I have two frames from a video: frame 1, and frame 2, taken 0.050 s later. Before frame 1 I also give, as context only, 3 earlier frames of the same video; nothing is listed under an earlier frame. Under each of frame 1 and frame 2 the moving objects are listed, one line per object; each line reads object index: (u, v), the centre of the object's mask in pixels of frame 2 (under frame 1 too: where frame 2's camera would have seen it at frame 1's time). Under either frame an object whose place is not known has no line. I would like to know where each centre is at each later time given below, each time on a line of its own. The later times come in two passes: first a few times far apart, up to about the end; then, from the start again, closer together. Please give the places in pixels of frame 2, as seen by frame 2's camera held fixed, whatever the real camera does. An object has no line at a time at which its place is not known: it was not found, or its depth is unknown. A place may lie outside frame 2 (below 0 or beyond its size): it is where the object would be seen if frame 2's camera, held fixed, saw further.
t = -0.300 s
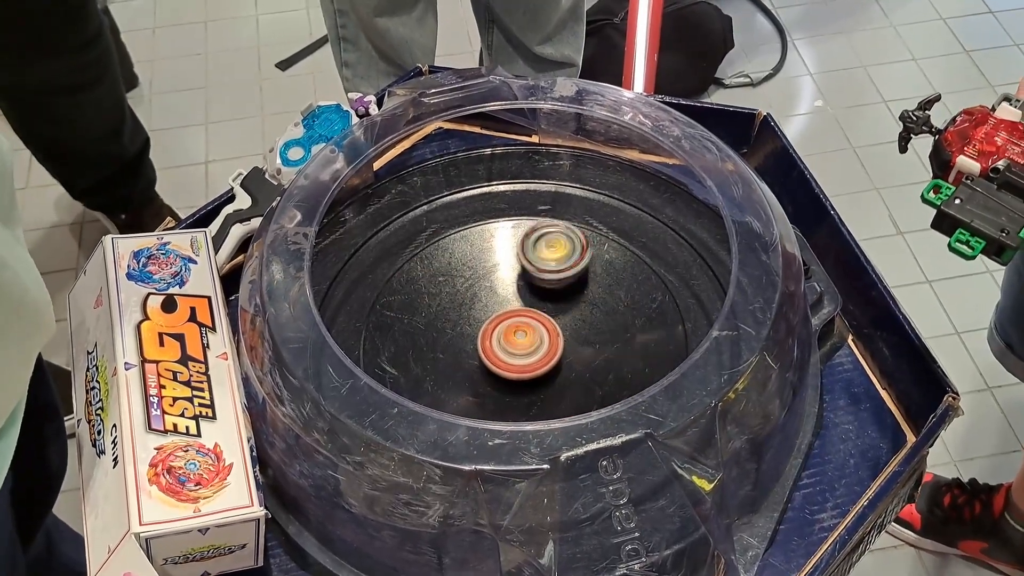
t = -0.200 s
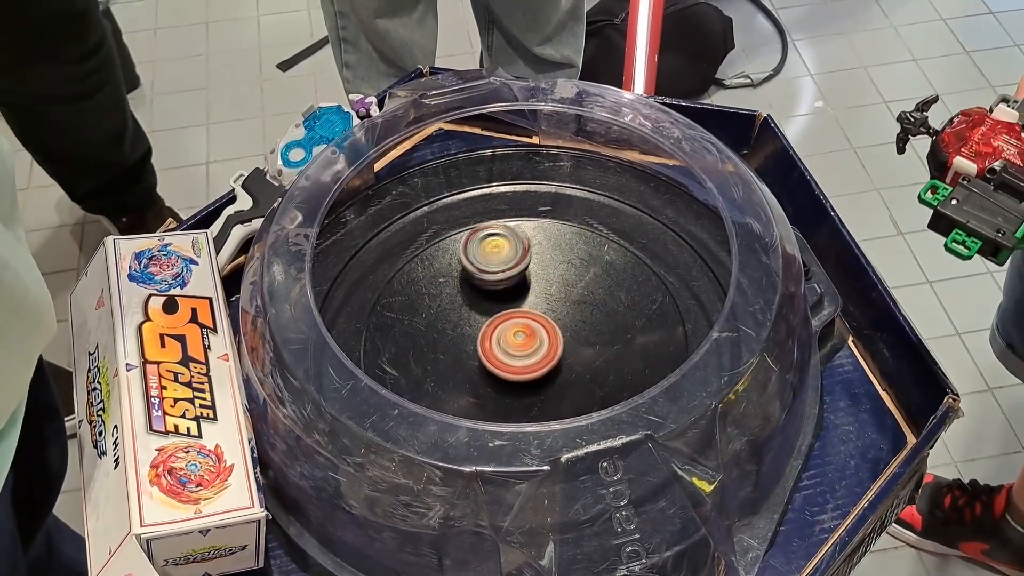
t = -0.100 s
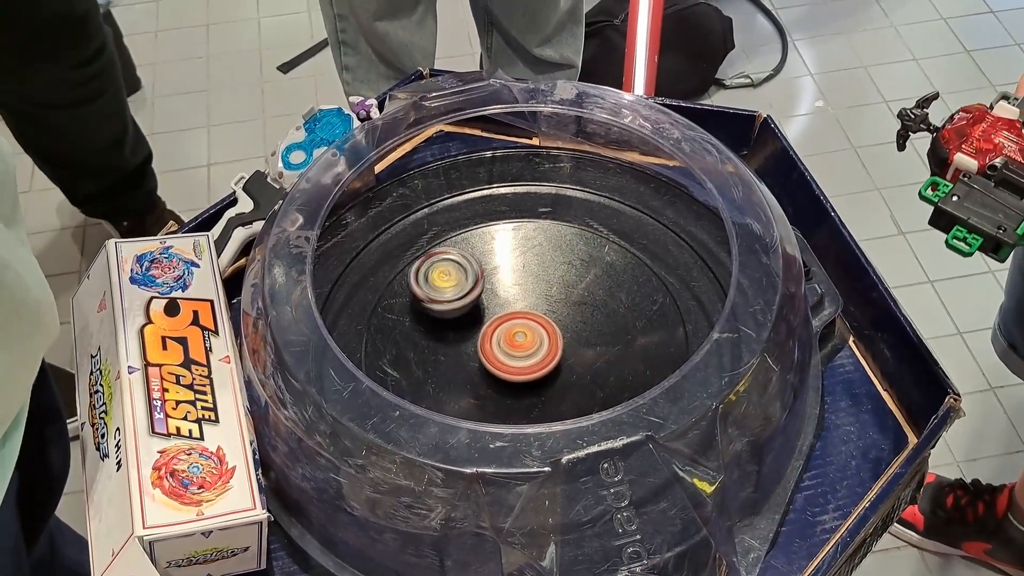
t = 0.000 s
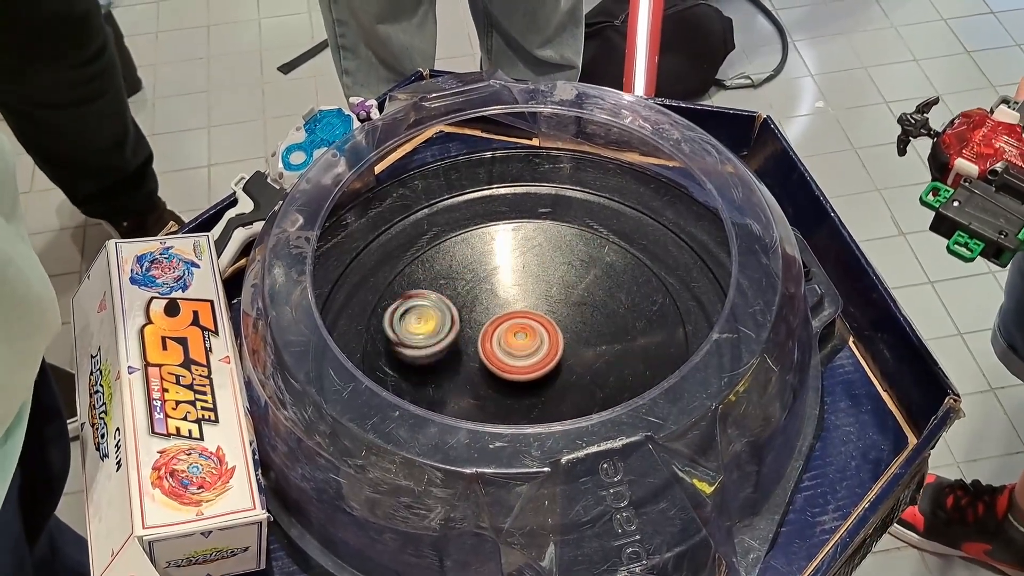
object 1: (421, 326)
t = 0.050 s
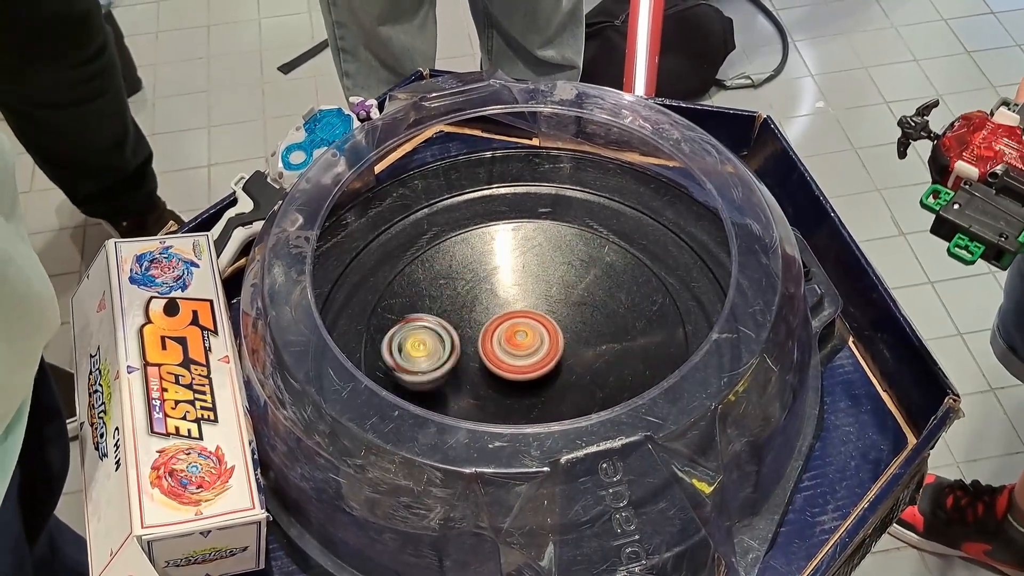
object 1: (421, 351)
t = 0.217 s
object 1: (491, 401)
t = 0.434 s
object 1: (607, 367)
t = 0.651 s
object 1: (587, 275)
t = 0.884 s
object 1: (465, 270)
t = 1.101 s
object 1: (433, 364)
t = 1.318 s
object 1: (546, 399)
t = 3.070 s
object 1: (434, 348)
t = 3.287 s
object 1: (528, 397)
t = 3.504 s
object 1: (611, 336)
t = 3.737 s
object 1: (540, 265)
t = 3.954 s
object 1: (444, 307)
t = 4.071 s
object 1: (440, 359)
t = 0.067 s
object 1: (424, 359)
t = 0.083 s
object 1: (427, 367)
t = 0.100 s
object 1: (432, 373)
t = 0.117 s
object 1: (439, 379)
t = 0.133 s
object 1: (445, 384)
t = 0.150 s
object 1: (454, 388)
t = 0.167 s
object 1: (462, 392)
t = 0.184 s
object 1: (471, 395)
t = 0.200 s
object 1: (481, 398)
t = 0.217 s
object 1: (491, 401)
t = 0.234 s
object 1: (500, 402)
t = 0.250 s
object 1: (511, 402)
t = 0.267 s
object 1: (522, 403)
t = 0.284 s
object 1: (531, 407)
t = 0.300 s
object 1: (544, 405)
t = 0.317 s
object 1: (552, 399)
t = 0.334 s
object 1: (562, 396)
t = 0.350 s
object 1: (571, 393)
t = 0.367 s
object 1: (580, 388)
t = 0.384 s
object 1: (588, 384)
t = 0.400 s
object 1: (595, 379)
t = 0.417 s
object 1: (601, 374)
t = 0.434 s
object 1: (607, 367)
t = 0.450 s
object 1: (612, 361)
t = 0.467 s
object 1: (615, 353)
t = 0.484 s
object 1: (617, 345)
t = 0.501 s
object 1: (618, 337)
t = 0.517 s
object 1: (618, 329)
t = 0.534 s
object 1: (618, 321)
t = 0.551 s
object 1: (616, 312)
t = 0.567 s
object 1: (614, 306)
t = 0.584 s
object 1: (609, 298)
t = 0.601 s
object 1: (605, 292)
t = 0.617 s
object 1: (599, 285)
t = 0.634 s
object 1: (593, 279)
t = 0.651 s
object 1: (587, 275)
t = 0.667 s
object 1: (579, 269)
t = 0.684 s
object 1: (572, 265)
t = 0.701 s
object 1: (564, 261)
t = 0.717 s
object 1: (555, 259)
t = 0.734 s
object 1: (546, 257)
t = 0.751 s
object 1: (537, 256)
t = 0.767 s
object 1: (528, 255)
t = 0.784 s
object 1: (517, 254)
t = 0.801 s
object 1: (509, 255)
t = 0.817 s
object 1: (499, 257)
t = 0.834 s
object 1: (489, 259)
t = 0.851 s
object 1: (480, 261)
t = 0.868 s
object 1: (472, 265)
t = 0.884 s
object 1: (465, 270)
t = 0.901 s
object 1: (456, 275)
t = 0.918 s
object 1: (451, 280)
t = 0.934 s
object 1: (444, 287)
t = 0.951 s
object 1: (439, 293)
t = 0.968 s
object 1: (435, 300)
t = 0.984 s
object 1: (430, 308)
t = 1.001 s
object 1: (428, 315)
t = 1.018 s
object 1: (426, 324)
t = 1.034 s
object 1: (426, 332)
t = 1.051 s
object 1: (426, 340)
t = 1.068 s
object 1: (428, 348)
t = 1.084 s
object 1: (429, 357)
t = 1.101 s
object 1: (433, 364)
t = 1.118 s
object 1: (438, 371)
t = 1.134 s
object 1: (443, 378)
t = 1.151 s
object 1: (451, 382)
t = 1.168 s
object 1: (458, 387)
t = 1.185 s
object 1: (467, 391)
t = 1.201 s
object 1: (476, 394)
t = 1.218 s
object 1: (486, 397)
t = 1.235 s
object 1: (495, 399)
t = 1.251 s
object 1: (505, 400)
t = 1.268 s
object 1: (516, 401)
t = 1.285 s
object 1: (525, 401)
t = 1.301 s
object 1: (536, 399)
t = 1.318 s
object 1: (546, 399)
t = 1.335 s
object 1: (556, 396)
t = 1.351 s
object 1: (565, 393)
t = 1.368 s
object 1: (573, 390)
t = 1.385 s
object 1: (582, 386)
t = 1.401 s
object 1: (589, 381)
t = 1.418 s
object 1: (596, 376)
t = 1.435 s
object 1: (603, 371)
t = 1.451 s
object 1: (608, 364)
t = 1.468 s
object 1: (613, 357)
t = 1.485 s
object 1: (615, 349)
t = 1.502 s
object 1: (617, 342)
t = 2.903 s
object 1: (463, 279)
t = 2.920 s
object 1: (456, 284)
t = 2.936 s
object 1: (450, 289)
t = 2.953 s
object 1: (445, 295)
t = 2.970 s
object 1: (440, 302)
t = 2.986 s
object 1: (437, 310)
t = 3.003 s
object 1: (434, 317)
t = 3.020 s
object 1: (433, 324)
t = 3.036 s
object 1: (432, 333)
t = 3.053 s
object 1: (432, 340)
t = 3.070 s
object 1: (434, 348)
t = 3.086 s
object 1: (436, 356)
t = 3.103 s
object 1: (440, 363)
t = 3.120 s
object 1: (444, 370)
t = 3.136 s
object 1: (450, 376)
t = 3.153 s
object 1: (458, 381)
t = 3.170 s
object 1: (464, 386)
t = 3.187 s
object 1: (473, 389)
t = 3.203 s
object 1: (481, 392)
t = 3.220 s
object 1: (491, 395)
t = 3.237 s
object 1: (500, 397)
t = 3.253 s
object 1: (509, 397)
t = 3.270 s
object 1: (519, 398)
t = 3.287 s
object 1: (528, 397)
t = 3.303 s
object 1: (539, 396)
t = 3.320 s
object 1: (548, 395)
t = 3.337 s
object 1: (557, 392)
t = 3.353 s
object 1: (567, 389)
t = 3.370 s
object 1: (574, 385)
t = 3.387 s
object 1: (582, 381)
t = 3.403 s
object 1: (588, 376)
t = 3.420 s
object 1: (594, 371)
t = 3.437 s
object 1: (600, 365)
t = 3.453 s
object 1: (604, 358)
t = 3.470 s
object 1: (608, 351)
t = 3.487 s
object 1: (610, 344)
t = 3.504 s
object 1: (611, 336)
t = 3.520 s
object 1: (611, 328)
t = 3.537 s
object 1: (610, 320)
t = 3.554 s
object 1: (609, 314)
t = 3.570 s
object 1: (606, 307)
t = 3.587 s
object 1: (602, 300)
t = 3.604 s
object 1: (598, 294)
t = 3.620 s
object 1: (591, 288)
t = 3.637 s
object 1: (586, 283)
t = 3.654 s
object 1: (579, 278)
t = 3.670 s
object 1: (572, 274)
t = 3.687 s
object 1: (564, 270)
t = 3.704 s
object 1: (557, 268)
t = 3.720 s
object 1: (548, 266)
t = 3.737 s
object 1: (540, 265)
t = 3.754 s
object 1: (531, 264)
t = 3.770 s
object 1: (522, 264)
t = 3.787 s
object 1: (513, 265)
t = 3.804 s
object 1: (504, 266)
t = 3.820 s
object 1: (495, 268)
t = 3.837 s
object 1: (487, 271)
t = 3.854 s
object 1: (480, 274)
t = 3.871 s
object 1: (471, 278)
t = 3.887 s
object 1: (465, 283)
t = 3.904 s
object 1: (459, 288)
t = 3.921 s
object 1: (453, 294)
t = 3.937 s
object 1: (448, 300)
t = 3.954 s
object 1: (444, 307)
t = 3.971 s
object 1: (441, 314)
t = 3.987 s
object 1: (439, 321)
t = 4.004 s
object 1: (437, 329)
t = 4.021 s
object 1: (437, 336)
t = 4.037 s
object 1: (437, 344)
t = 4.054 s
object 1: (438, 351)
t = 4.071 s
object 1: (440, 359)
